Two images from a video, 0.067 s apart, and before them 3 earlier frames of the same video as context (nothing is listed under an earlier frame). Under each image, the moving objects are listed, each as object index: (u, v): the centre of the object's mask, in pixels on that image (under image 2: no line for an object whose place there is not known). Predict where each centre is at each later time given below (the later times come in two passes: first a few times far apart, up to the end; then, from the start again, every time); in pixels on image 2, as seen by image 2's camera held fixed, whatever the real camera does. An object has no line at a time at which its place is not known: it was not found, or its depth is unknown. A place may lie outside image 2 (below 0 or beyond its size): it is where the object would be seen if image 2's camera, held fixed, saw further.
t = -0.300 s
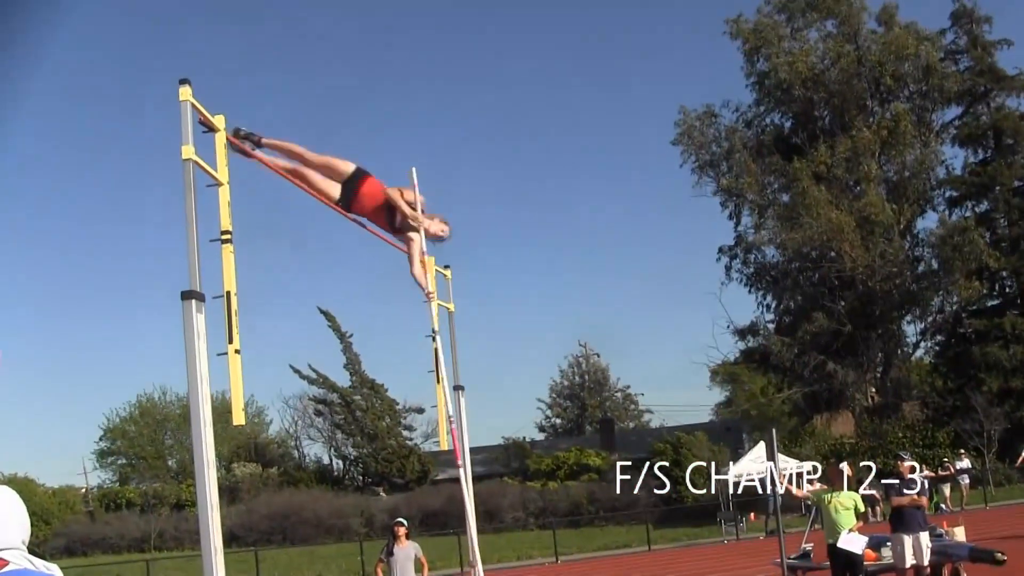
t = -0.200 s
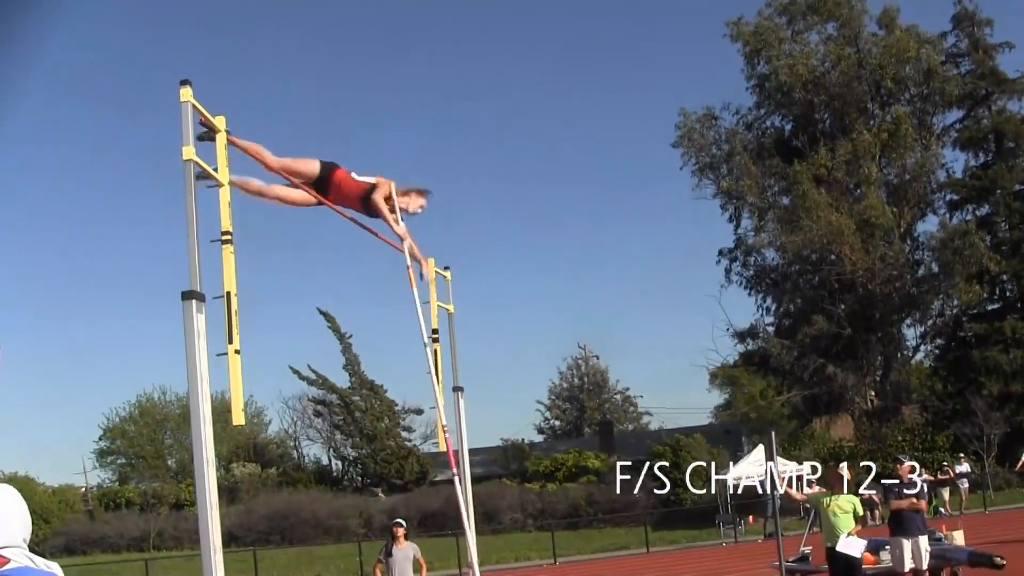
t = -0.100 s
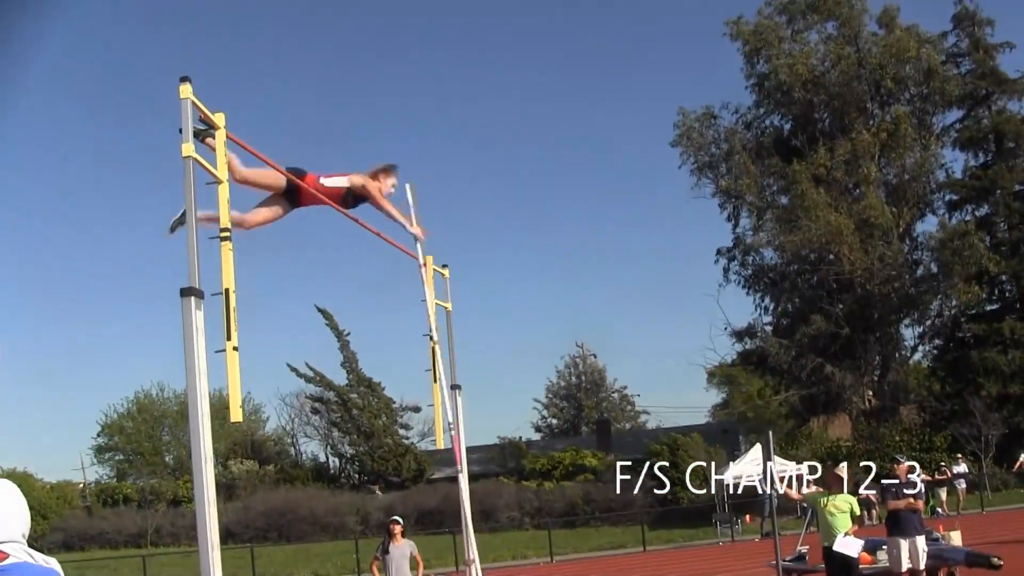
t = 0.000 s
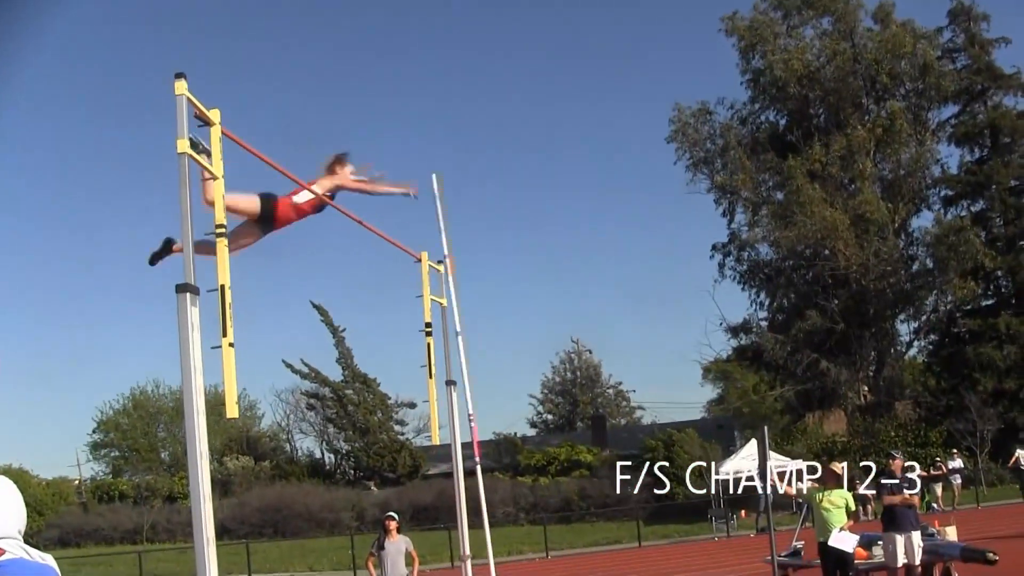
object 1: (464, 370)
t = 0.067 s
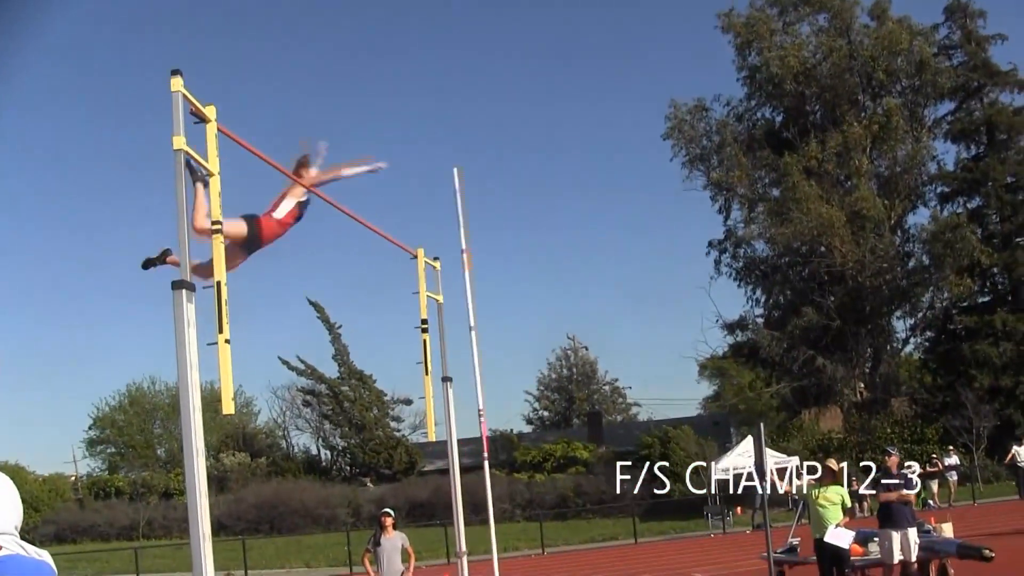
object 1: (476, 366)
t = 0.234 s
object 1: (514, 376)
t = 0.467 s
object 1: (561, 394)
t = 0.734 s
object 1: (610, 438)
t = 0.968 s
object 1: (665, 473)
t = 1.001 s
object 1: (679, 478)
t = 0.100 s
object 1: (484, 368)
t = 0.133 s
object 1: (491, 367)
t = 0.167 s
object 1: (499, 369)
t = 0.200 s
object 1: (507, 372)
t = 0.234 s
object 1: (514, 376)
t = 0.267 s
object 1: (520, 378)
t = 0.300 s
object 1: (527, 381)
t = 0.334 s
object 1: (534, 382)
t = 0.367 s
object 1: (541, 386)
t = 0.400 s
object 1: (547, 389)
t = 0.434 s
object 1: (554, 390)
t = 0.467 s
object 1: (561, 394)
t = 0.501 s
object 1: (568, 397)
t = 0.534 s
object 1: (574, 400)
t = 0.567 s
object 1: (580, 406)
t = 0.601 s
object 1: (587, 410)
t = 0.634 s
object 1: (592, 418)
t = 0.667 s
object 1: (599, 422)
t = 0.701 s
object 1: (604, 430)
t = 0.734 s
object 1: (610, 438)
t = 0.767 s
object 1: (614, 453)
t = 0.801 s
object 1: (624, 451)
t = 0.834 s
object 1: (632, 451)
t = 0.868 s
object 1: (639, 459)
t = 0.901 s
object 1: (646, 467)
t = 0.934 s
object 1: (652, 474)
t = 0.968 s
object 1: (665, 473)
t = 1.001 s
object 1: (679, 478)
